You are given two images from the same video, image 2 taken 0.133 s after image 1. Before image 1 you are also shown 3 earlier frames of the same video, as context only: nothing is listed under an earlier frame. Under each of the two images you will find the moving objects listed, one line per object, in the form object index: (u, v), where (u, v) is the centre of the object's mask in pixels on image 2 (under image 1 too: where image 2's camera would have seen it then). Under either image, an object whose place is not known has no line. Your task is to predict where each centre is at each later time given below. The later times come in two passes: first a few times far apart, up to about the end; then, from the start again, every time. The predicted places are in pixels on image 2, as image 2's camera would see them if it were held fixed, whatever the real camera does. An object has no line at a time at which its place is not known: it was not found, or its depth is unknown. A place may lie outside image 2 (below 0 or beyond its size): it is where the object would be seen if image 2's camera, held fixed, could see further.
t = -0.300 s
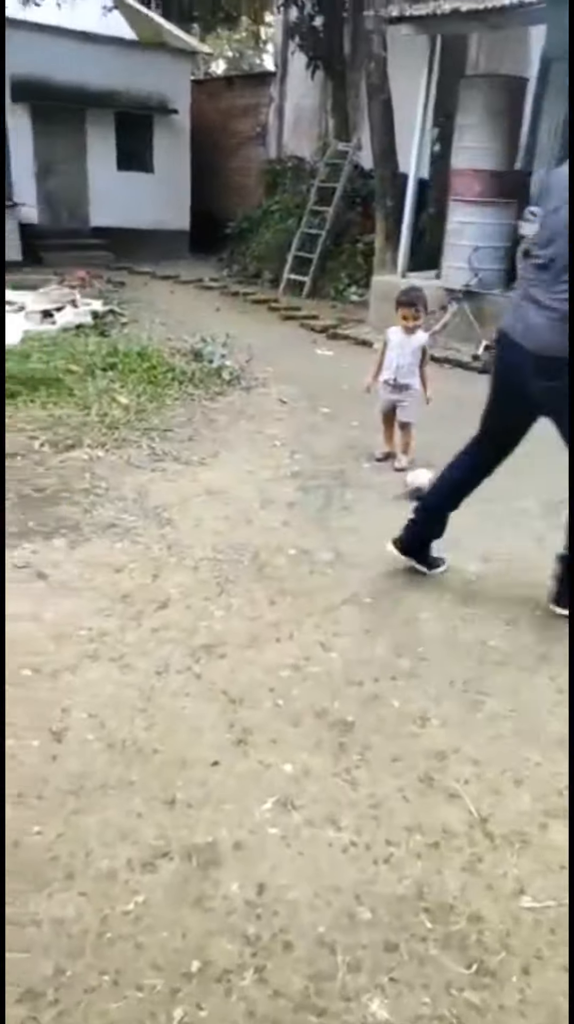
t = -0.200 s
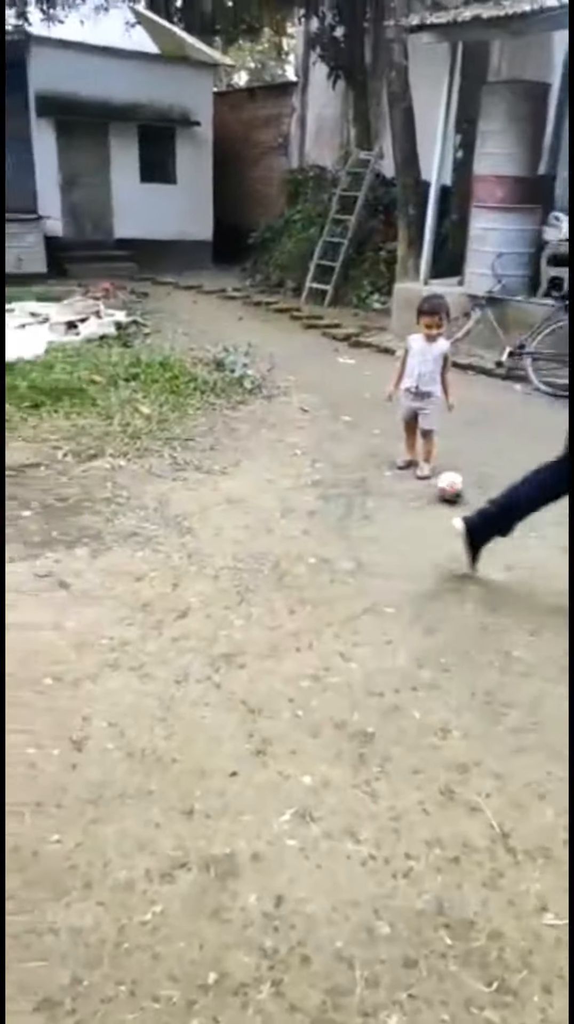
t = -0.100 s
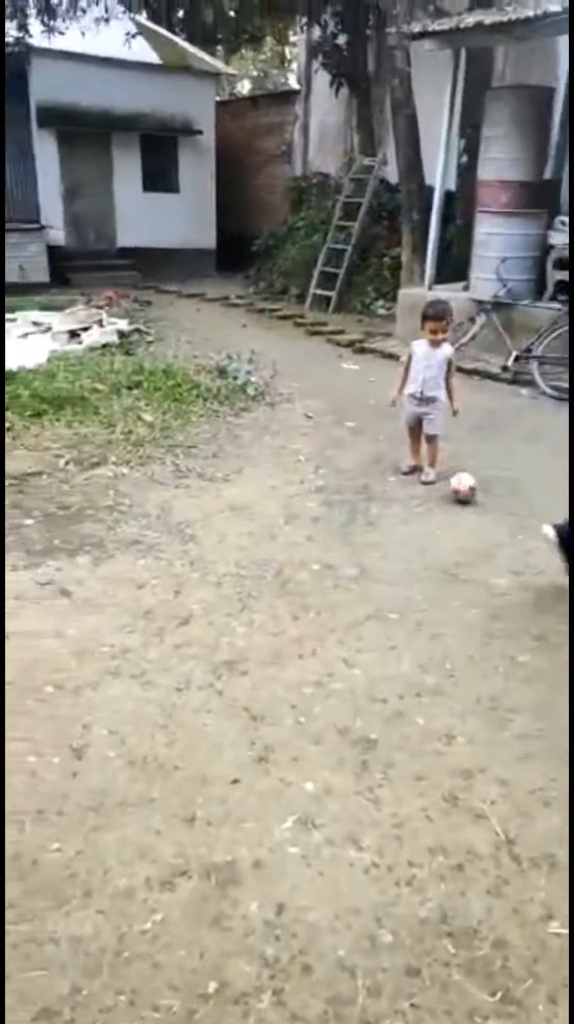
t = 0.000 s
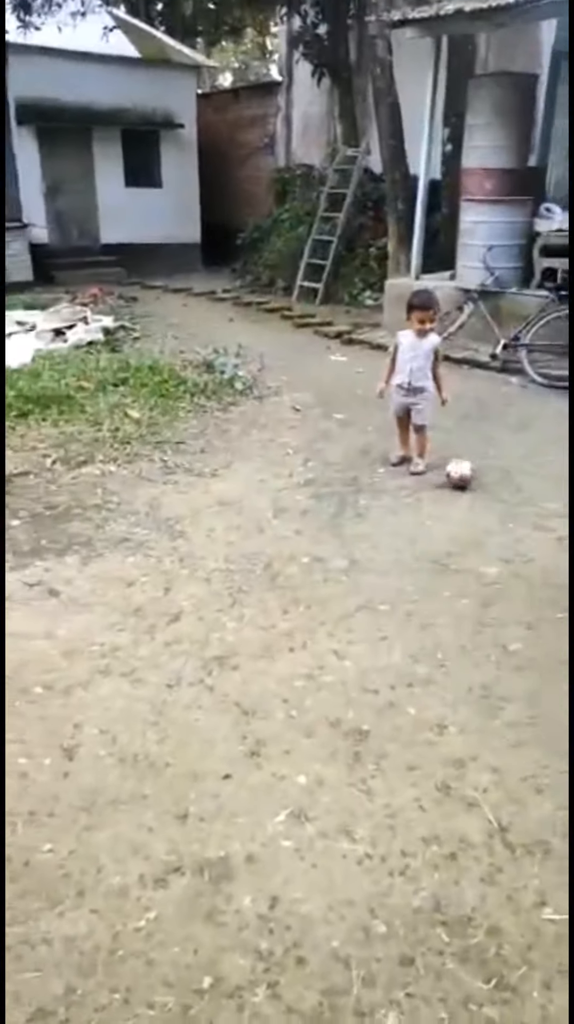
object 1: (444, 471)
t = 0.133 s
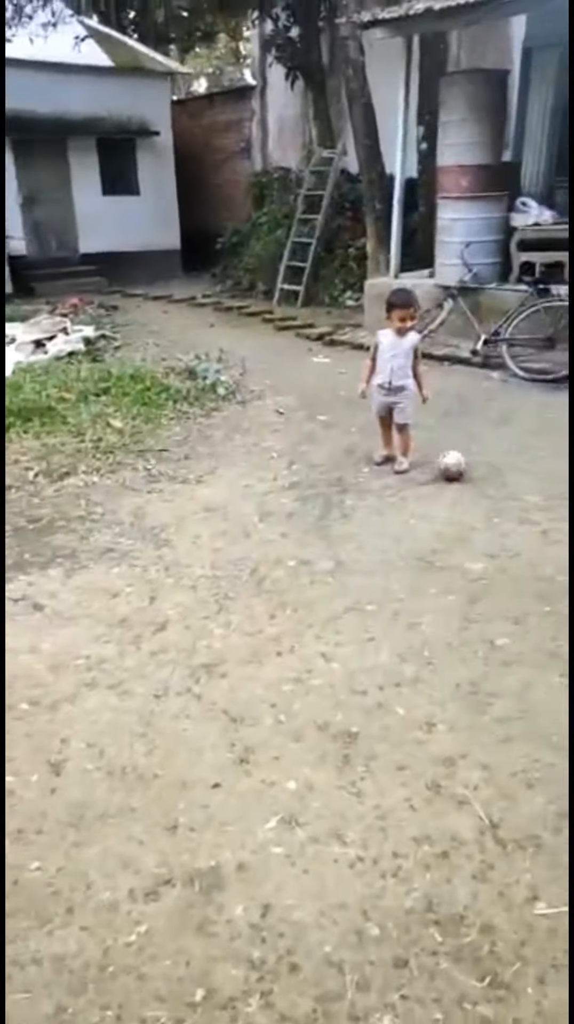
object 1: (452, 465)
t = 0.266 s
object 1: (457, 461)
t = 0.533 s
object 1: (468, 454)
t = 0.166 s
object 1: (452, 464)
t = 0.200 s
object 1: (453, 463)
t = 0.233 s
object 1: (454, 463)
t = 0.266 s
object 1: (457, 461)
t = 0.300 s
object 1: (459, 460)
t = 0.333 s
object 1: (459, 459)
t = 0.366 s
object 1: (461, 458)
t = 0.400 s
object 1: (462, 457)
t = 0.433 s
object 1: (464, 457)
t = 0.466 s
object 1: (465, 456)
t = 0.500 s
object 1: (466, 454)
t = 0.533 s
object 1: (468, 454)
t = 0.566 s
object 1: (469, 453)
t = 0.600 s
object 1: (472, 452)
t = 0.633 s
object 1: (474, 452)
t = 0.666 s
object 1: (476, 450)
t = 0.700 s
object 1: (478, 450)
